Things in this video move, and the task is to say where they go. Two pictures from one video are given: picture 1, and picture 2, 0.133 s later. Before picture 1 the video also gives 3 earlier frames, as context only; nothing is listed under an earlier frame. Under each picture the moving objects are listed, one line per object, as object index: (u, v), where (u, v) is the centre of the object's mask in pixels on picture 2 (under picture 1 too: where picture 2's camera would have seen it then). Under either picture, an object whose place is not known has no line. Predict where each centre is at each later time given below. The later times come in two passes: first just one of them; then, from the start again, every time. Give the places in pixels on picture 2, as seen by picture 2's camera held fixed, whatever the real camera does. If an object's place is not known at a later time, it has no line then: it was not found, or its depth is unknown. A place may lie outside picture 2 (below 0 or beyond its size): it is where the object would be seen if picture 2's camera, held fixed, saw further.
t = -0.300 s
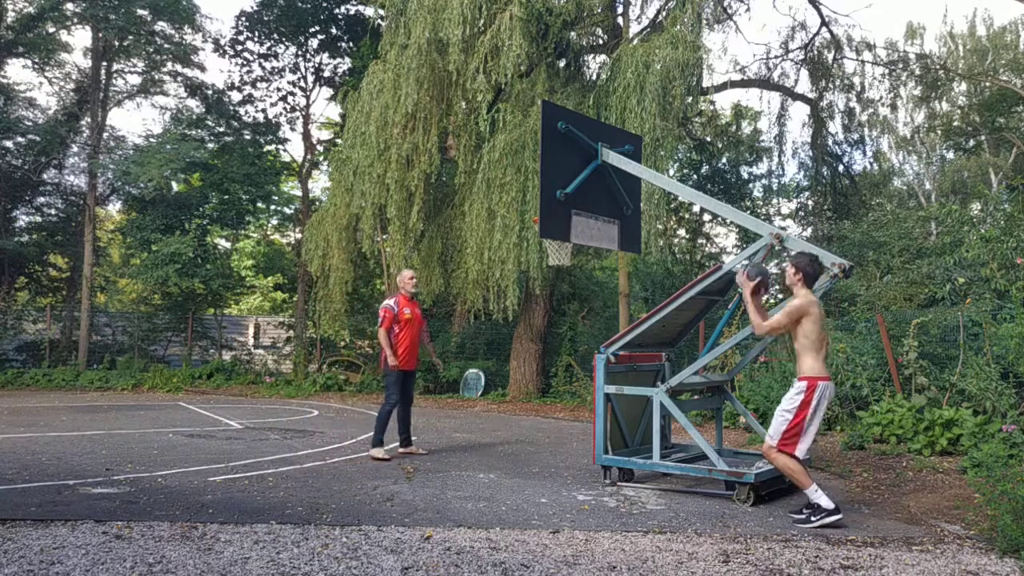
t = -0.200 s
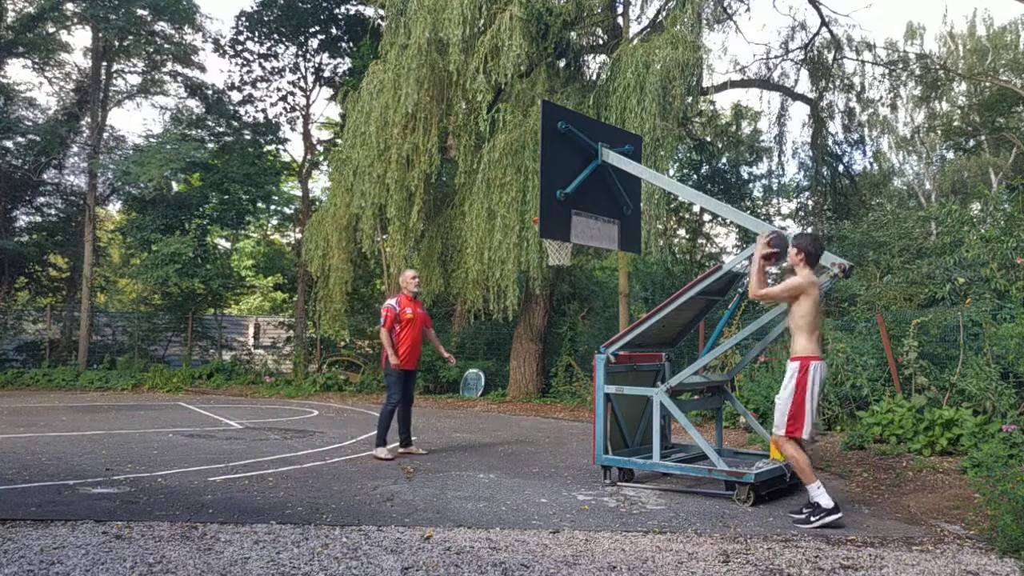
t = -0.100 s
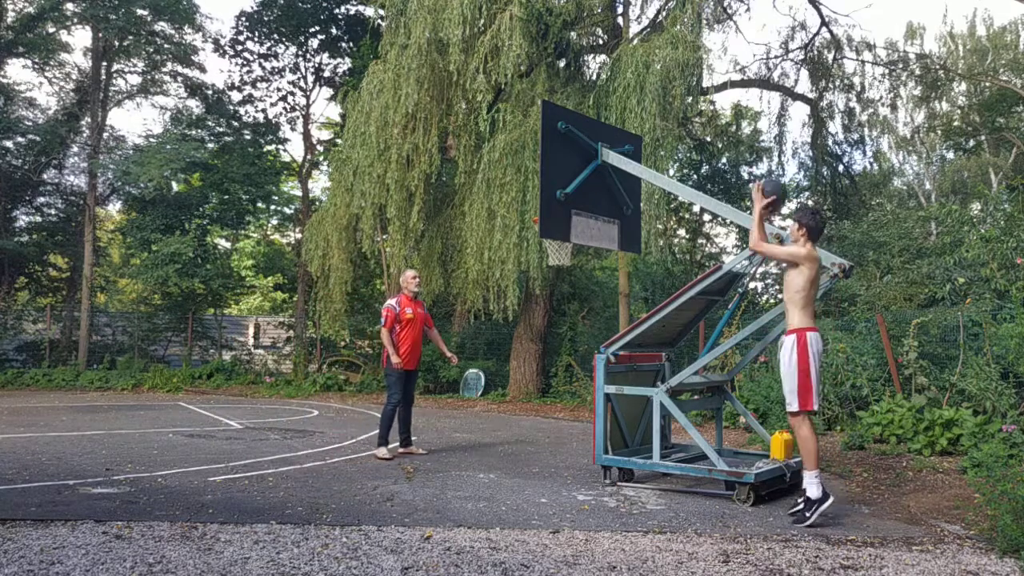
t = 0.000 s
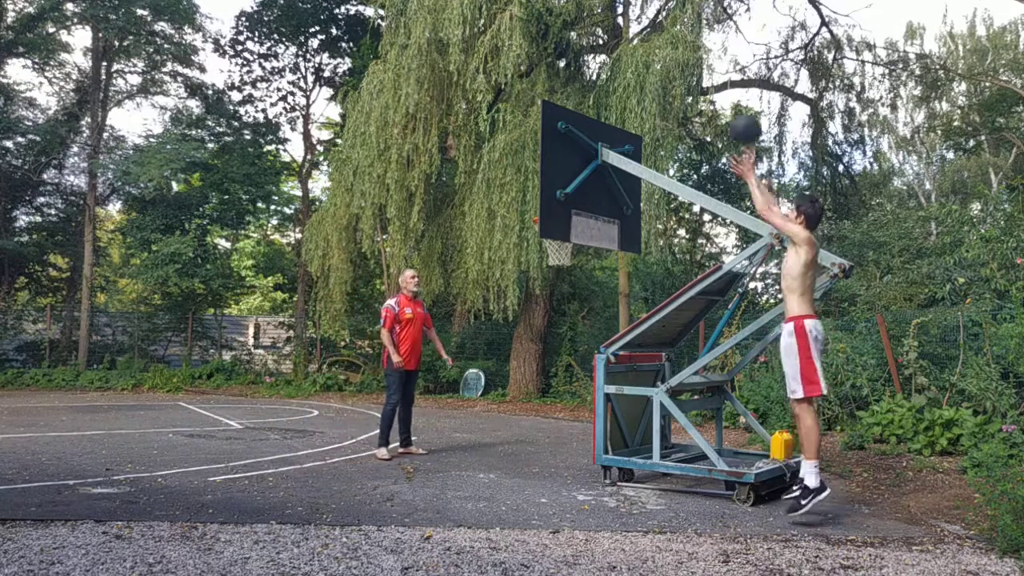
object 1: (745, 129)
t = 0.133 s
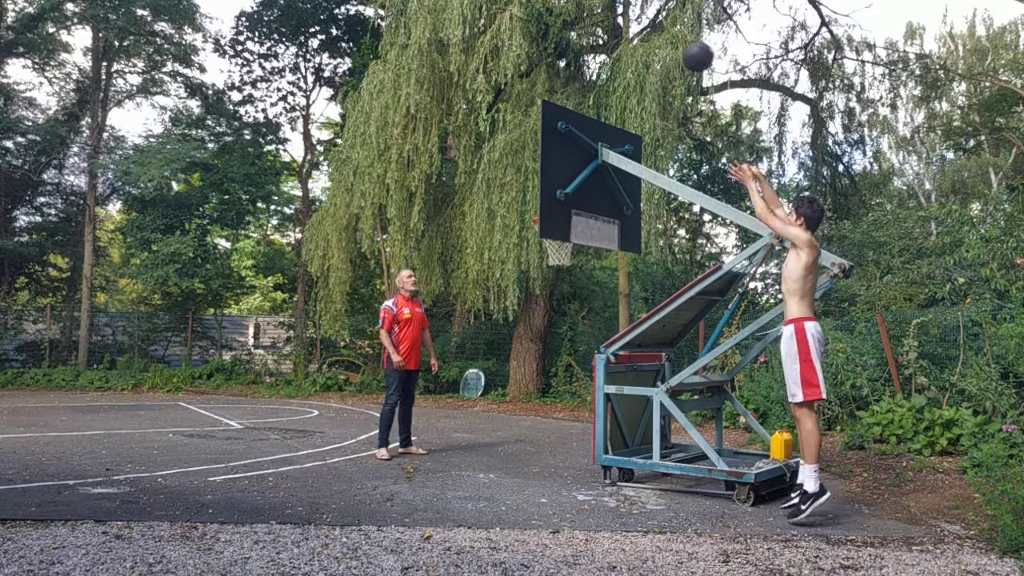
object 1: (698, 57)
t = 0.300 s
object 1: (643, 7)
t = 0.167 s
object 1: (687, 44)
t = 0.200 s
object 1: (677, 30)
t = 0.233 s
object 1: (665, 20)
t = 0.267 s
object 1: (654, 11)
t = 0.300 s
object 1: (643, 7)
